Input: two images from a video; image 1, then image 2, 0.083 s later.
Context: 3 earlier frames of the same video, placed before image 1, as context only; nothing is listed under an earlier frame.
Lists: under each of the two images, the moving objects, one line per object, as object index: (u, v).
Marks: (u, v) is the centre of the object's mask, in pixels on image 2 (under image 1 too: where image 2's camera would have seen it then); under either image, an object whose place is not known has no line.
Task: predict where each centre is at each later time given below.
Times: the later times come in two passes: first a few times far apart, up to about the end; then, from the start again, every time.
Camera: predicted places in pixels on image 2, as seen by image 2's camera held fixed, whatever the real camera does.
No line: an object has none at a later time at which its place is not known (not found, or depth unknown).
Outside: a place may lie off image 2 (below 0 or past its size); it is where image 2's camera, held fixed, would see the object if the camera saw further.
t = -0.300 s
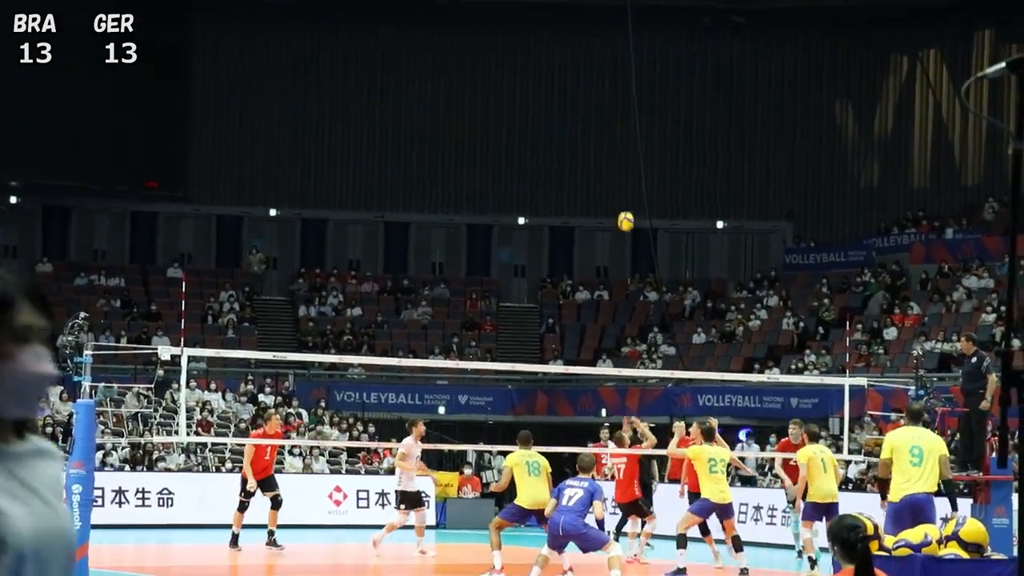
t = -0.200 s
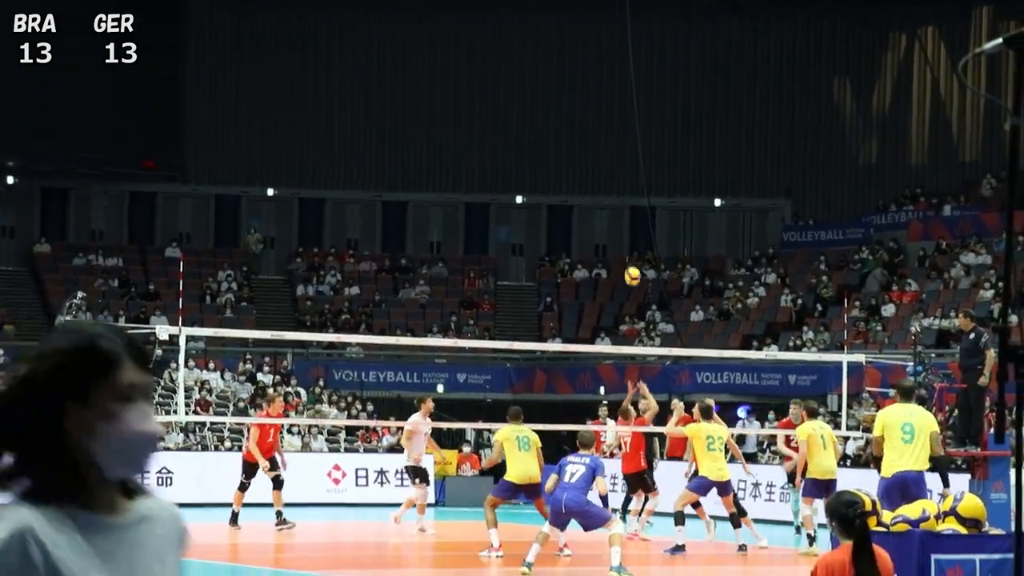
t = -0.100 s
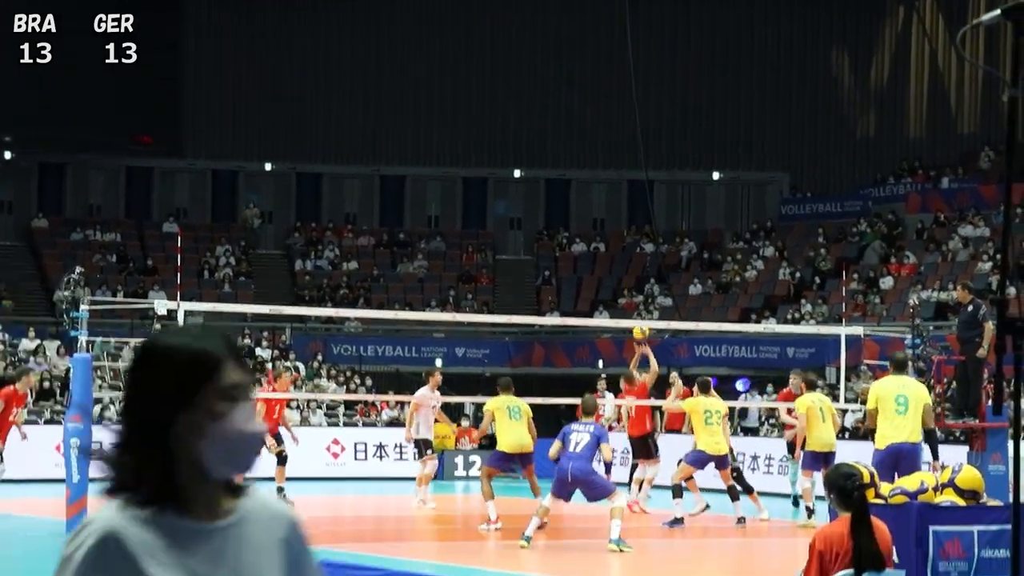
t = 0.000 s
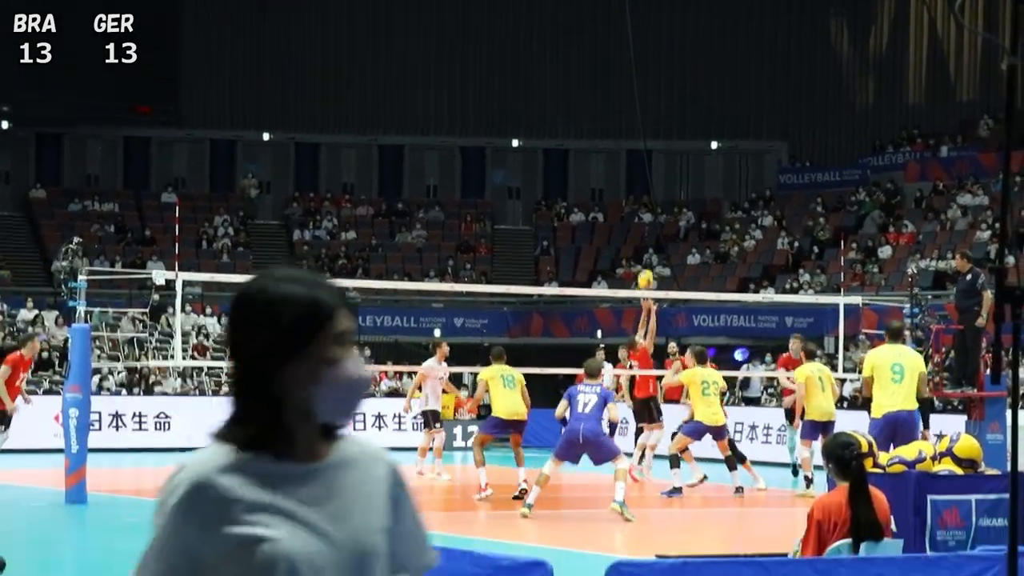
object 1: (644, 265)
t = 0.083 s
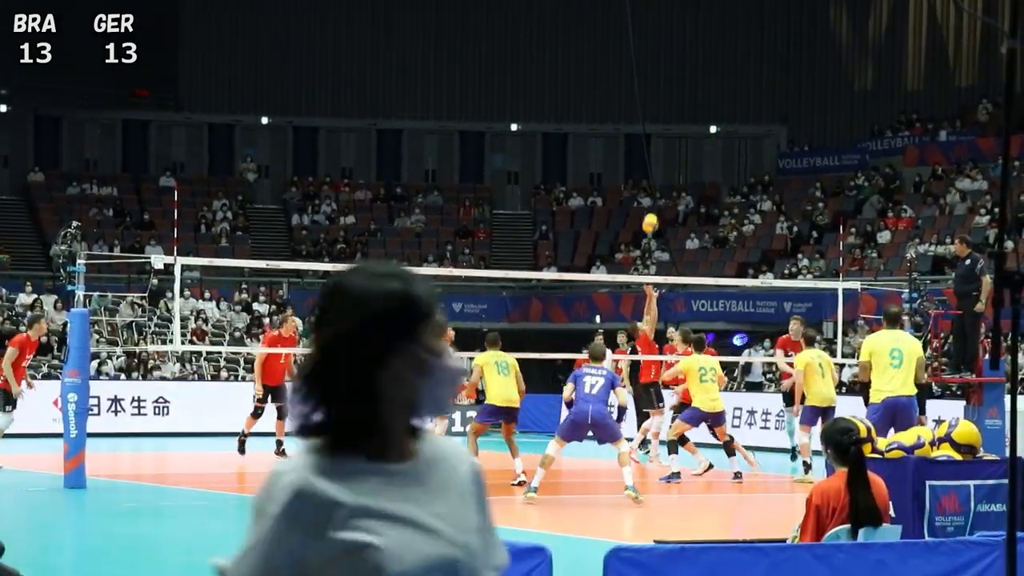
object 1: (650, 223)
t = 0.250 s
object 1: (661, 155)
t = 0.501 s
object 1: (677, 92)
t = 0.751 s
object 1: (691, 76)
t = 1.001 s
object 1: (705, 106)
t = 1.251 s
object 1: (718, 182)
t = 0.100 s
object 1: (651, 216)
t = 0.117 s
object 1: (652, 209)
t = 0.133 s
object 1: (654, 201)
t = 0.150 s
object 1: (655, 194)
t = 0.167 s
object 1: (656, 187)
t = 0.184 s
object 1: (657, 180)
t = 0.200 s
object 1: (658, 174)
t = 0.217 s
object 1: (659, 167)
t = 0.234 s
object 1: (660, 161)
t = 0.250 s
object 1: (661, 155)
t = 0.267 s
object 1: (662, 149)
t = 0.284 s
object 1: (663, 144)
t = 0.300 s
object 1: (664, 139)
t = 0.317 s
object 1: (666, 134)
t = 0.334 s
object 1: (667, 129)
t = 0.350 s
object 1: (668, 124)
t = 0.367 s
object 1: (669, 120)
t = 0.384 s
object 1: (670, 116)
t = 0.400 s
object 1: (671, 112)
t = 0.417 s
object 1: (671, 108)
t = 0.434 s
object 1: (673, 104)
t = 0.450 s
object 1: (674, 101)
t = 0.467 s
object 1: (675, 98)
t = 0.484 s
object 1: (676, 95)
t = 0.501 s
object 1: (677, 92)
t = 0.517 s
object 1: (678, 90)
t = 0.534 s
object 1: (679, 87)
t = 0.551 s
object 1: (680, 85)
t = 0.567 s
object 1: (681, 83)
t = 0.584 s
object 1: (682, 82)
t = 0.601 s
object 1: (683, 80)
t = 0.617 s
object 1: (684, 79)
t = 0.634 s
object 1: (685, 78)
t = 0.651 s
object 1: (686, 77)
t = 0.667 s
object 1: (687, 76)
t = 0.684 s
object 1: (687, 76)
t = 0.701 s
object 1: (689, 76)
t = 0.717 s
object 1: (690, 76)
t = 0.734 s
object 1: (691, 76)
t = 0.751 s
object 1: (691, 76)
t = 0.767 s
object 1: (692, 77)
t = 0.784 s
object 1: (693, 78)
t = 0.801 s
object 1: (694, 78)
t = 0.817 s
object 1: (695, 80)
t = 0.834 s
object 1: (696, 81)
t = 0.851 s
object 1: (697, 82)
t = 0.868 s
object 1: (698, 84)
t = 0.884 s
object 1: (698, 86)
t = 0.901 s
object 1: (700, 89)
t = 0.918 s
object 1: (700, 91)
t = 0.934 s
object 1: (701, 94)
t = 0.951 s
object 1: (702, 96)
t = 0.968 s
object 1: (703, 100)
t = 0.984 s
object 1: (704, 103)
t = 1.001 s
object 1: (705, 106)
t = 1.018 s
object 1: (706, 110)
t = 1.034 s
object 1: (707, 114)
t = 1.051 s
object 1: (707, 118)
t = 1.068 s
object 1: (708, 122)
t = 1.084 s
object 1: (709, 126)
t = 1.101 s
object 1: (710, 131)
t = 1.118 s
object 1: (711, 135)
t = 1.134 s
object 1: (711, 141)
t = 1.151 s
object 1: (712, 146)
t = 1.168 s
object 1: (713, 152)
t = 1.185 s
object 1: (714, 157)
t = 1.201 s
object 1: (715, 163)
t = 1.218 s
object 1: (716, 169)
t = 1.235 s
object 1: (717, 175)
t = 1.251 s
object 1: (718, 182)
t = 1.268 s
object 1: (718, 188)
